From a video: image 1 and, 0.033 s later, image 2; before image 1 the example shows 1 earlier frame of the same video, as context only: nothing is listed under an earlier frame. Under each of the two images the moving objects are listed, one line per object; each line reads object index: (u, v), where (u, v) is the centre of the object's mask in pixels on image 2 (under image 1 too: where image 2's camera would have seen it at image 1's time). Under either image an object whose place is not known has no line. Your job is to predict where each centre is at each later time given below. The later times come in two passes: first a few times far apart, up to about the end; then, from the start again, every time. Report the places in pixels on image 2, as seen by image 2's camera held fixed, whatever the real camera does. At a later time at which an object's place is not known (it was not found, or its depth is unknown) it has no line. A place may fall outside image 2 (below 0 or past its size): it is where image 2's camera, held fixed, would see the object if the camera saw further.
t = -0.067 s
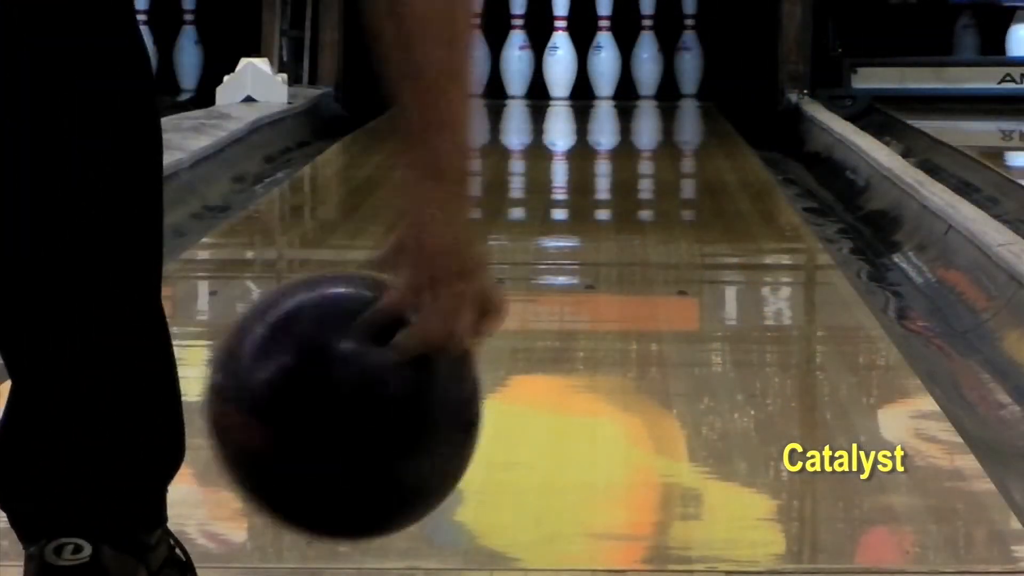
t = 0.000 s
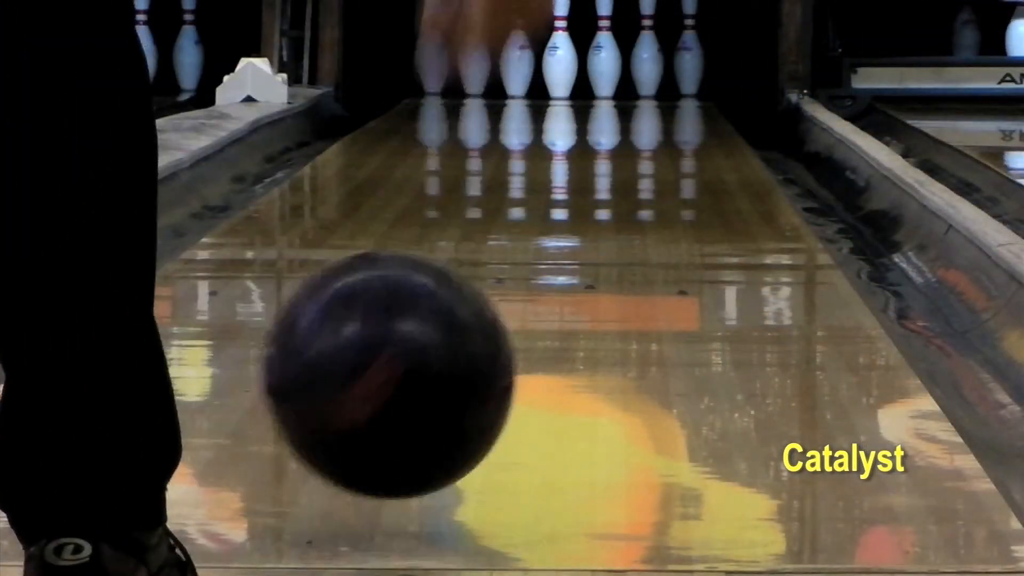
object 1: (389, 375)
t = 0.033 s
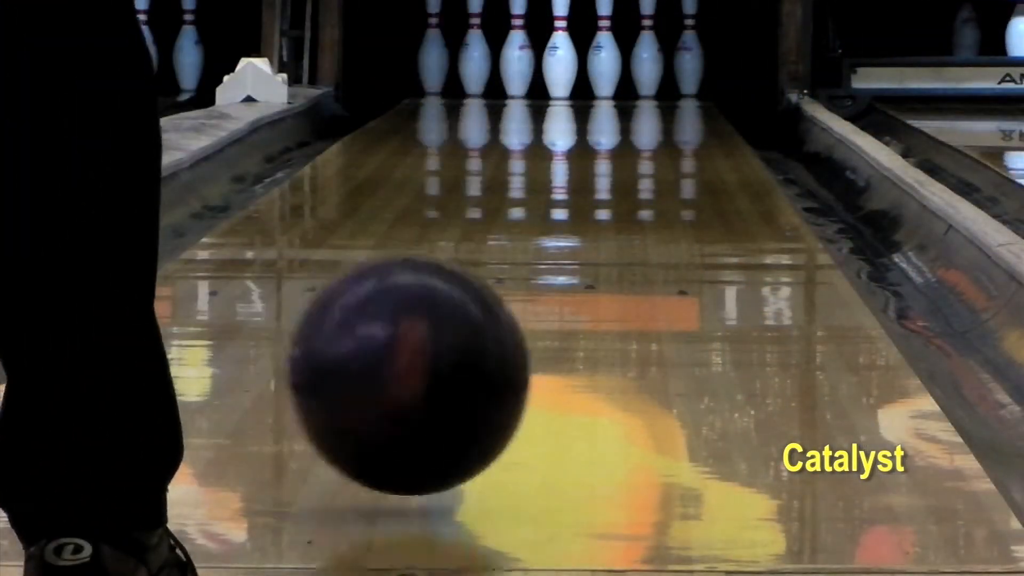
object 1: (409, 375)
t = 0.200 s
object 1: (487, 320)
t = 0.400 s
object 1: (549, 259)
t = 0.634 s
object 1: (595, 210)
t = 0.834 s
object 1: (621, 179)
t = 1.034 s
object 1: (638, 156)
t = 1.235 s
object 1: (650, 138)
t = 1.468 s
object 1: (657, 119)
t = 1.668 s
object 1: (658, 106)
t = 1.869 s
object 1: (654, 96)
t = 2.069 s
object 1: (645, 89)
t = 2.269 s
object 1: (631, 83)
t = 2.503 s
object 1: (611, 76)
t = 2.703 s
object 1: (587, 70)
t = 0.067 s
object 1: (427, 376)
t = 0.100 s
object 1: (444, 354)
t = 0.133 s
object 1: (459, 344)
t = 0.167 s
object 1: (474, 332)
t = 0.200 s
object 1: (487, 320)
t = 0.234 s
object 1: (499, 307)
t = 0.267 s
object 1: (511, 296)
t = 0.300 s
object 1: (522, 286)
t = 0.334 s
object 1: (532, 276)
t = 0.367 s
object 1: (541, 267)
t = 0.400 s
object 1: (549, 259)
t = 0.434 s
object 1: (557, 251)
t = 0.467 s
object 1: (565, 242)
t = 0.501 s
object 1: (571, 236)
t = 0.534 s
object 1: (578, 228)
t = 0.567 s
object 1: (584, 222)
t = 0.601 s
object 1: (590, 216)
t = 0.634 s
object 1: (595, 210)
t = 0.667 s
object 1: (601, 205)
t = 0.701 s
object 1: (604, 200)
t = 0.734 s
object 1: (609, 195)
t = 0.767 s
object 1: (613, 189)
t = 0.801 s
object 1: (617, 184)
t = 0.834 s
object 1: (621, 179)
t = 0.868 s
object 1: (624, 174)
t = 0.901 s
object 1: (627, 170)
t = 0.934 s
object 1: (630, 166)
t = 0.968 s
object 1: (632, 162)
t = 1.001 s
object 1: (636, 159)
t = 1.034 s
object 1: (638, 156)
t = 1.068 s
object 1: (640, 153)
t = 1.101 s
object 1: (643, 150)
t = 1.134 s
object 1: (645, 147)
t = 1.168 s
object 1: (647, 144)
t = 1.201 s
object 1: (648, 141)
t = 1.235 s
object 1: (650, 138)
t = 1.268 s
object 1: (651, 135)
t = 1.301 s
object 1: (653, 133)
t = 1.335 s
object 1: (654, 130)
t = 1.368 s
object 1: (655, 127)
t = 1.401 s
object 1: (656, 125)
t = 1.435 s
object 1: (656, 122)
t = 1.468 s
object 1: (657, 119)
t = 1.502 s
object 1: (657, 117)
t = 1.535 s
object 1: (658, 115)
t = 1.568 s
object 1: (658, 112)
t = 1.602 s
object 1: (658, 110)
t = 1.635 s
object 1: (658, 108)
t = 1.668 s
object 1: (658, 106)
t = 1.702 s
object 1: (657, 104)
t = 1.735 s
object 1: (657, 103)
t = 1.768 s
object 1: (656, 101)
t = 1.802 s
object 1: (656, 99)
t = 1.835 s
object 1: (655, 98)
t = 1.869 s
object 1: (654, 96)
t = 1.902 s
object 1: (652, 95)
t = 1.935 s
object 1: (650, 94)
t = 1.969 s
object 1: (649, 93)
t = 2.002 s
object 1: (649, 92)
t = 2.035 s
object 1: (647, 91)
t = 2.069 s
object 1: (645, 89)
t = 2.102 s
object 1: (643, 88)
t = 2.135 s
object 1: (641, 87)
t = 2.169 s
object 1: (639, 87)
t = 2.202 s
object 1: (637, 85)
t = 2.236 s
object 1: (634, 84)
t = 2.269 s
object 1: (631, 83)
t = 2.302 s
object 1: (629, 82)
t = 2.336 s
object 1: (626, 80)
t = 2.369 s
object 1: (624, 80)
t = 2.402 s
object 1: (620, 78)
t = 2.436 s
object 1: (617, 78)
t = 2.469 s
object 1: (614, 77)
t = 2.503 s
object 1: (611, 76)
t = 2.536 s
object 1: (607, 75)
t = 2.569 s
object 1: (603, 75)
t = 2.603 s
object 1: (599, 73)
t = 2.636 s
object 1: (595, 72)
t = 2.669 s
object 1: (591, 70)
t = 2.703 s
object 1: (587, 70)
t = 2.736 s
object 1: (585, 69)
